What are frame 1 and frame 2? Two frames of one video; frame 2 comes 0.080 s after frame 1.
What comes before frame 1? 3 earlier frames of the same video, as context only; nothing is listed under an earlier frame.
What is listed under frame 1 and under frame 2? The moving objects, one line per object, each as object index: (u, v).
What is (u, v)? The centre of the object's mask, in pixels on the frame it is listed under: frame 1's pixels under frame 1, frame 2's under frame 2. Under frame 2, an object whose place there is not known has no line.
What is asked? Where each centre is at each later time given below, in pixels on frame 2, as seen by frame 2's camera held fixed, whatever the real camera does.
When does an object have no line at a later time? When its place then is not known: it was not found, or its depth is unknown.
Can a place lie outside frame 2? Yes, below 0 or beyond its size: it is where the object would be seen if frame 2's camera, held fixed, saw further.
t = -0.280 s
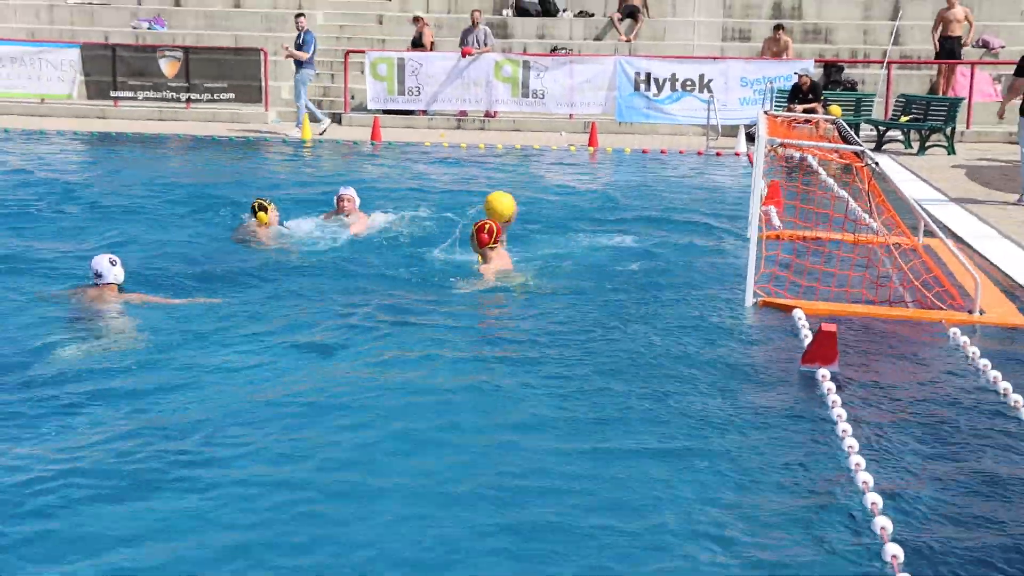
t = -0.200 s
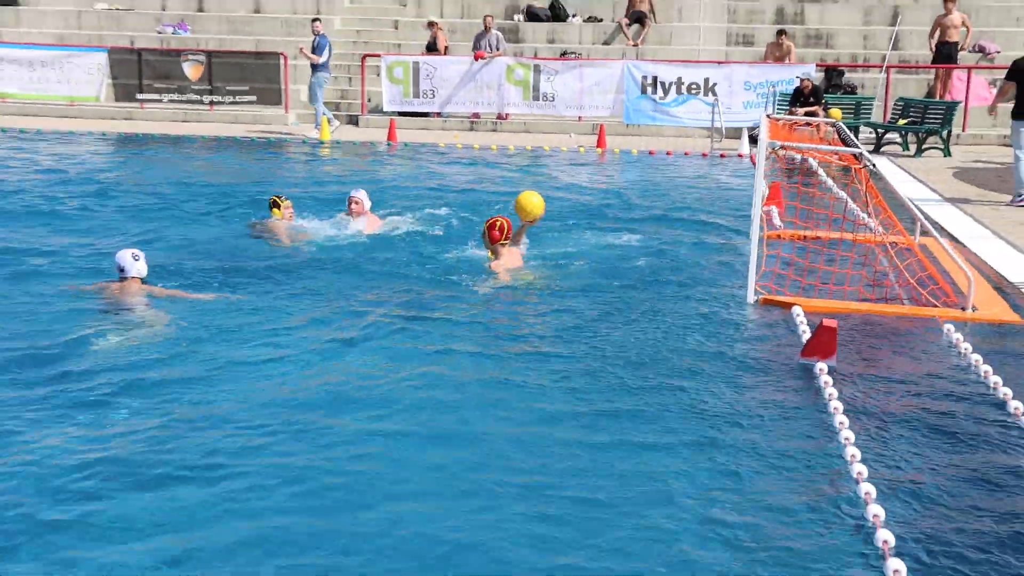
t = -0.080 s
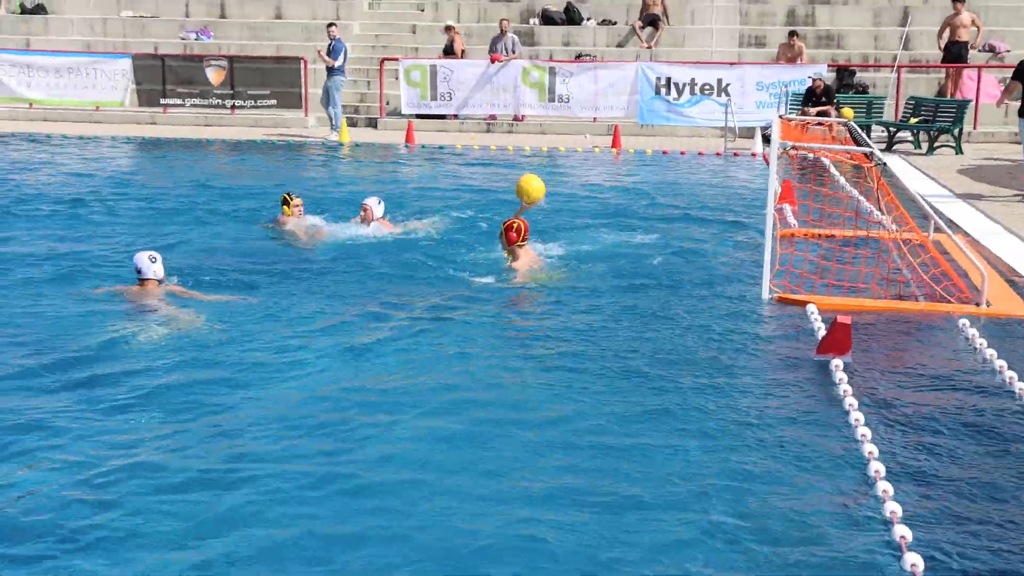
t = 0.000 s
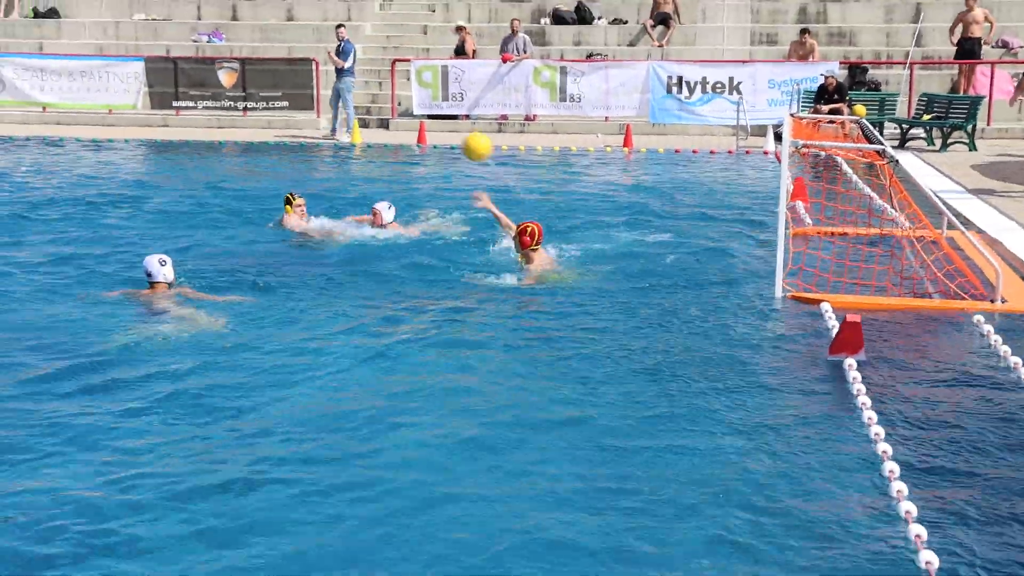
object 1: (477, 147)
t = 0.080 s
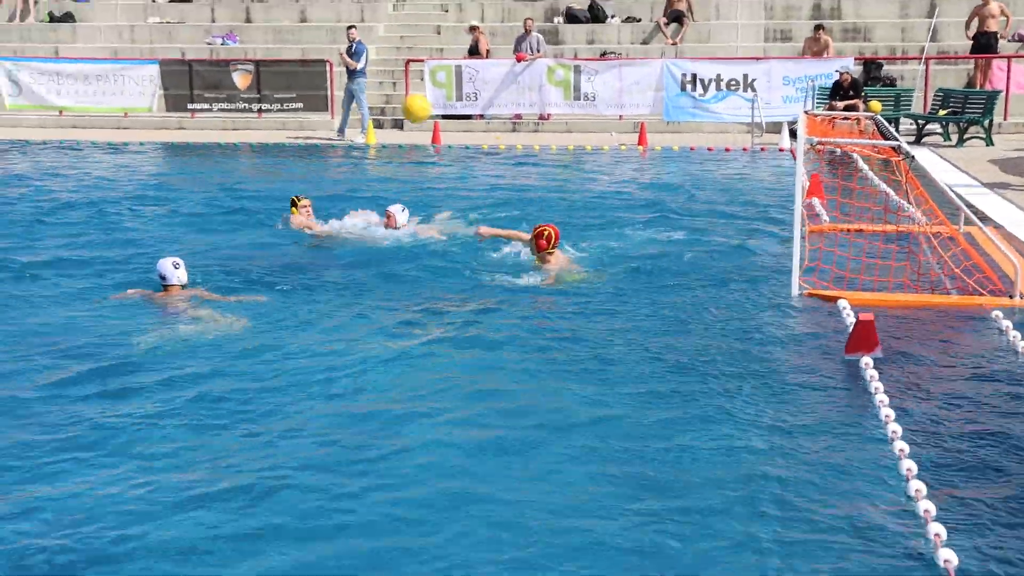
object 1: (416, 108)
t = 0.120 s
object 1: (381, 93)
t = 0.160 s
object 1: (345, 80)
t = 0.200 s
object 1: (310, 70)
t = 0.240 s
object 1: (277, 61)
